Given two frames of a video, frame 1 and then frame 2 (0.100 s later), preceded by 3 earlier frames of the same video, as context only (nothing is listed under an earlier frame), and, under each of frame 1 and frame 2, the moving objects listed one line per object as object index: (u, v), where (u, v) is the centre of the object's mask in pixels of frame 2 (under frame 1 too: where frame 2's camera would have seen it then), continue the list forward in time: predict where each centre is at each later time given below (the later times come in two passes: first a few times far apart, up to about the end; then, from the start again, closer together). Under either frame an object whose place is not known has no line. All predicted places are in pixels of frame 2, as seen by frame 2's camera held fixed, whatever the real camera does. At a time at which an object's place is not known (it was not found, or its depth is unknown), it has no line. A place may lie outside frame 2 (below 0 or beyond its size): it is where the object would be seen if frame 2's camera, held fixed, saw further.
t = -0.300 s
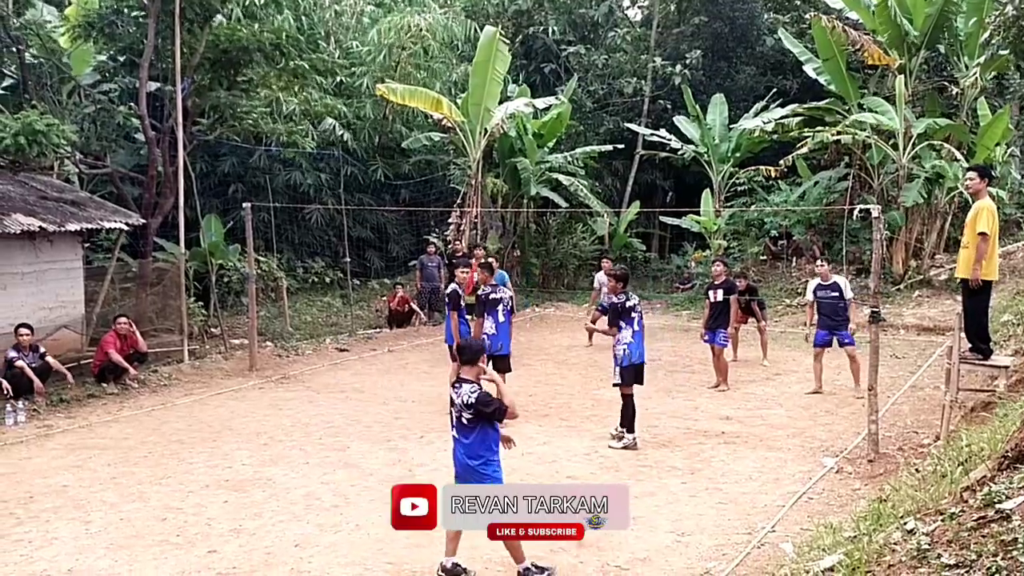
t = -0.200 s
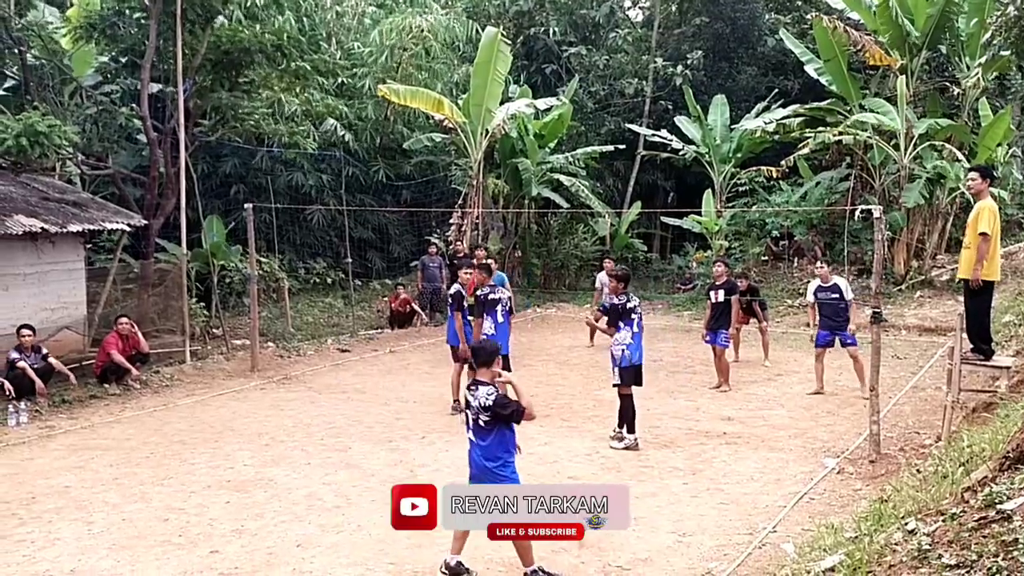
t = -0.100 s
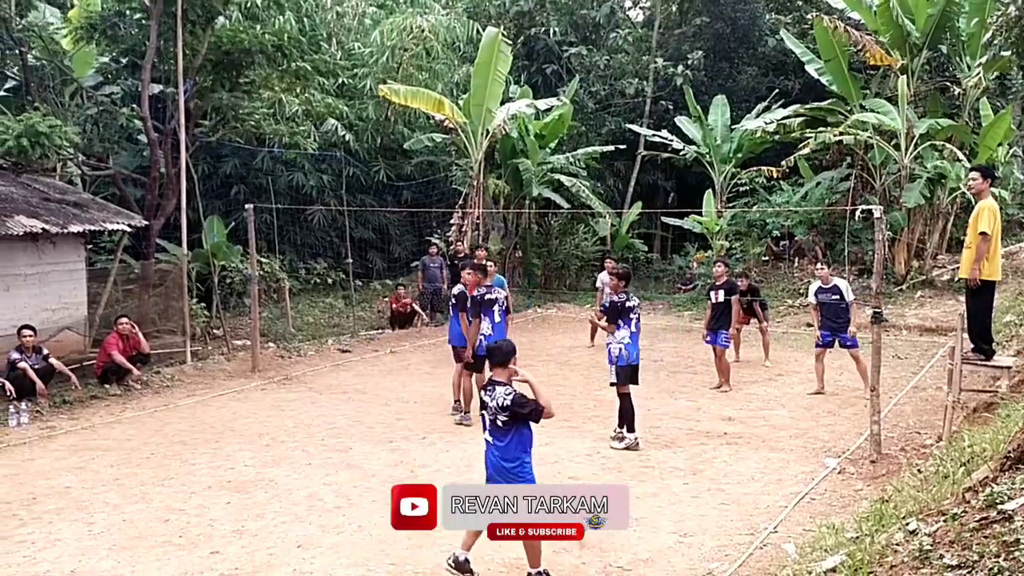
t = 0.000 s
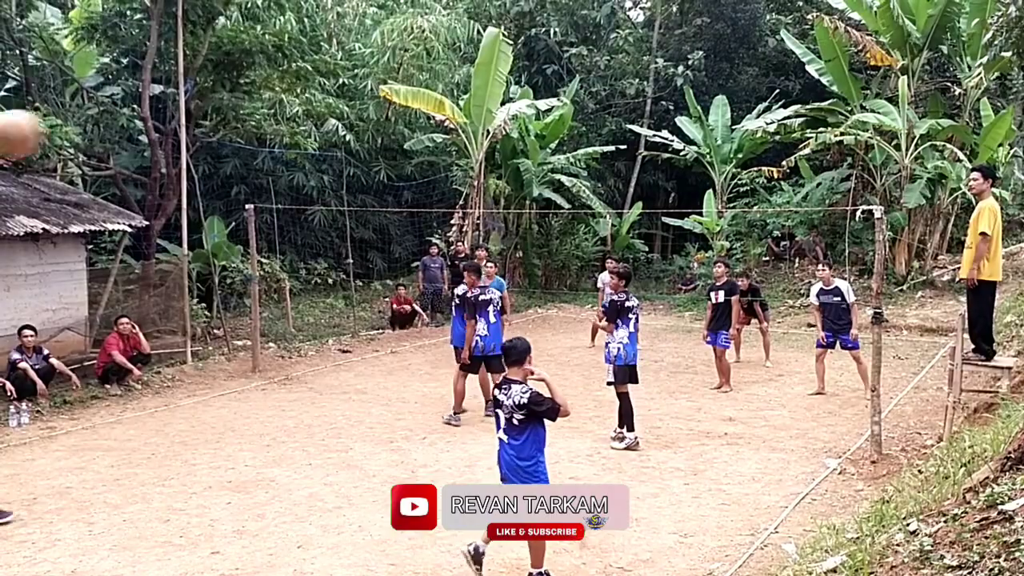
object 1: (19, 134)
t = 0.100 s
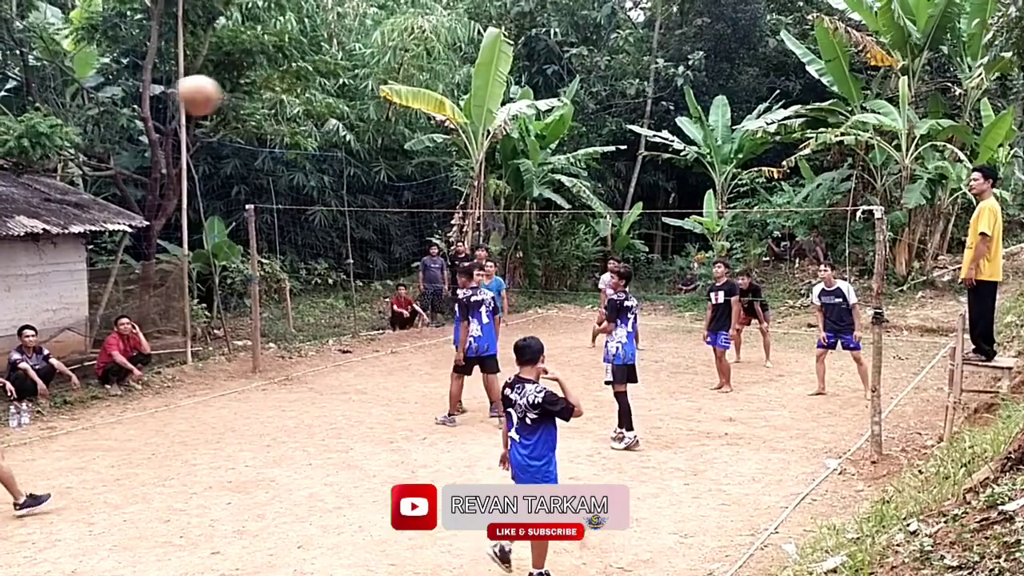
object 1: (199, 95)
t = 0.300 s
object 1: (417, 87)
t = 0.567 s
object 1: (575, 142)
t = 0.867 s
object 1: (674, 246)
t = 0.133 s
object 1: (245, 89)
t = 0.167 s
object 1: (287, 84)
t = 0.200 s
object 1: (324, 83)
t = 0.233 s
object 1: (358, 84)
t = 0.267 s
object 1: (387, 85)
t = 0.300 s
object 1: (417, 87)
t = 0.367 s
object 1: (467, 96)
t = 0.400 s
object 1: (488, 101)
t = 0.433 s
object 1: (508, 111)
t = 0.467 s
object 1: (526, 115)
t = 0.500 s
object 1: (545, 124)
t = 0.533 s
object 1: (561, 134)
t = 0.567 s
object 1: (575, 142)
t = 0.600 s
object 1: (590, 153)
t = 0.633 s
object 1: (603, 164)
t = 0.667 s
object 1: (614, 175)
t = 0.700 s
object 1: (626, 186)
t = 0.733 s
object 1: (637, 198)
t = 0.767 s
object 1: (647, 210)
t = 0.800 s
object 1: (656, 221)
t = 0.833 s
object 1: (666, 234)
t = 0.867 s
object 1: (674, 246)
